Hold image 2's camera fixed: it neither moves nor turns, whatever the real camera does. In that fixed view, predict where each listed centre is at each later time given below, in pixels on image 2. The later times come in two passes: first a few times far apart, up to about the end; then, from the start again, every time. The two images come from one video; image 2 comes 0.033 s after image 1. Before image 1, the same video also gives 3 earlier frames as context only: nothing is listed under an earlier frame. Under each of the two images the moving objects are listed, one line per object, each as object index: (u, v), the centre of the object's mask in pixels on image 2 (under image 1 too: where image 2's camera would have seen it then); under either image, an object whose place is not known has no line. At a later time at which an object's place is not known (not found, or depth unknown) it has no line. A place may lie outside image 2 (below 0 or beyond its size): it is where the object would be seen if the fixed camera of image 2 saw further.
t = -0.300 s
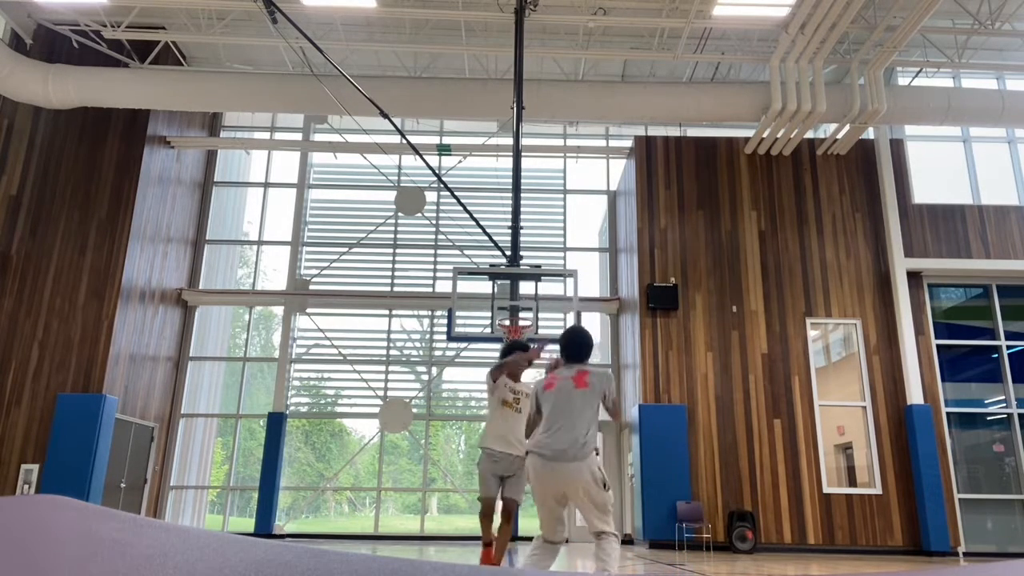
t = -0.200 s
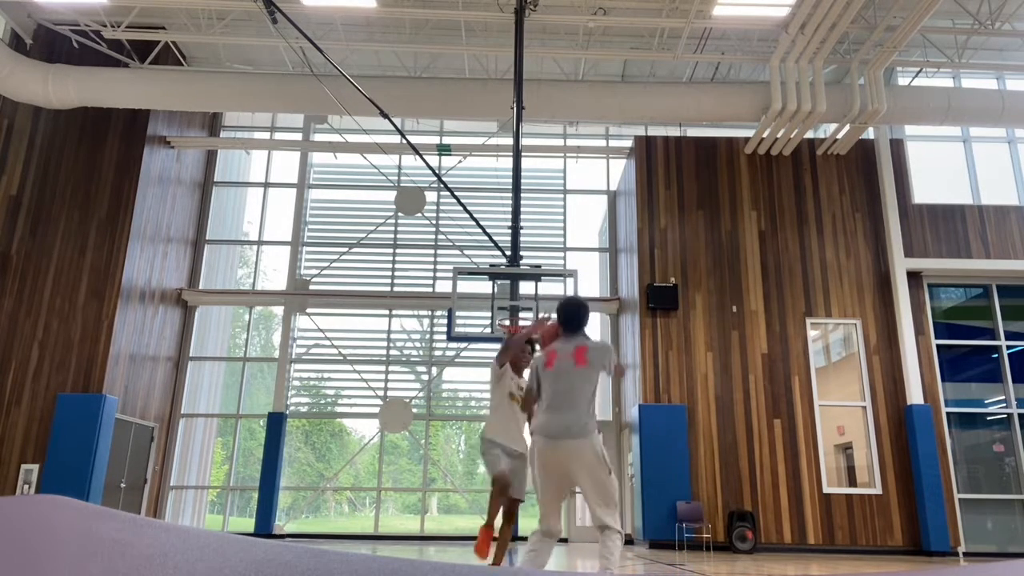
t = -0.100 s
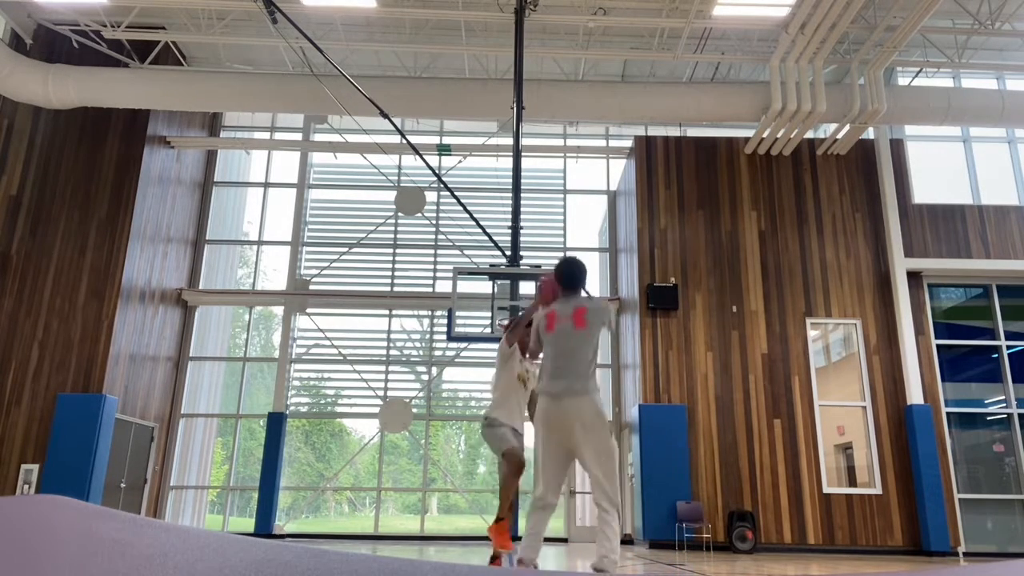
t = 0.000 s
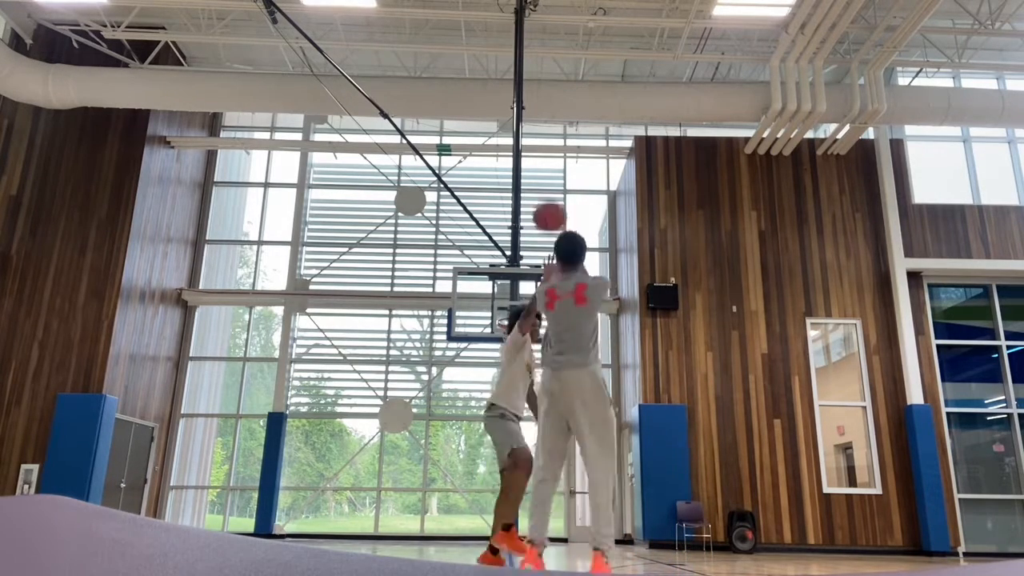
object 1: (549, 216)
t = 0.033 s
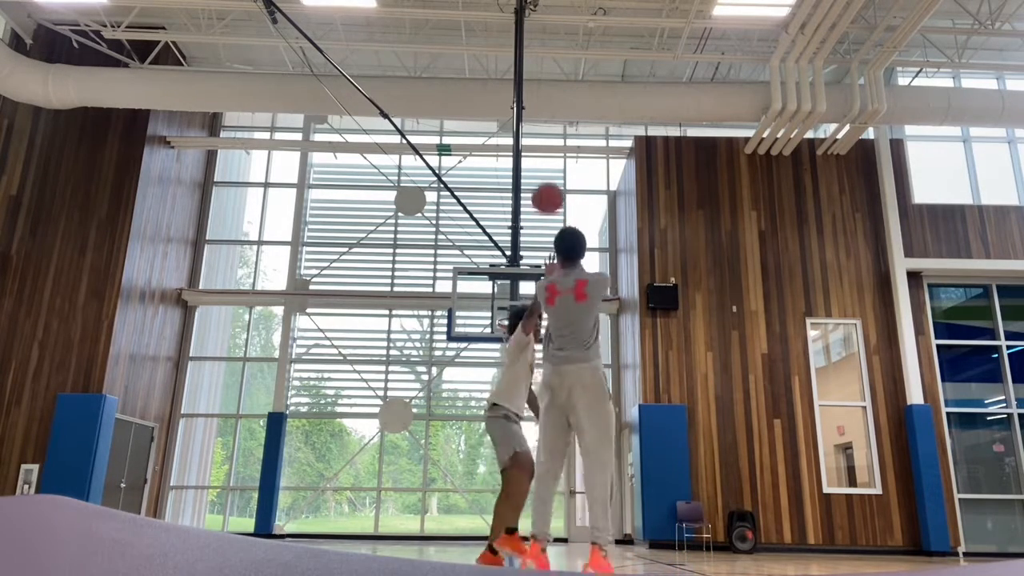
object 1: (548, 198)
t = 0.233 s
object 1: (538, 138)
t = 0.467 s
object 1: (532, 132)
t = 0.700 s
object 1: (524, 170)
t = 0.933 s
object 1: (519, 236)
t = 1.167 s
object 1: (514, 320)
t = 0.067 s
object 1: (546, 183)
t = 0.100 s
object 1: (544, 170)
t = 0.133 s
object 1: (543, 159)
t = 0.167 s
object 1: (541, 150)
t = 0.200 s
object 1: (540, 143)
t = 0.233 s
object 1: (538, 138)
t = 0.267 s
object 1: (537, 133)
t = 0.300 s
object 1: (536, 130)
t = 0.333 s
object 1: (535, 129)
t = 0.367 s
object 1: (534, 128)
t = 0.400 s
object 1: (534, 129)
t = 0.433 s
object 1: (533, 130)
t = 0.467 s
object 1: (532, 132)
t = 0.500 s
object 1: (530, 135)
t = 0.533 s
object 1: (529, 139)
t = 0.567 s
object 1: (528, 144)
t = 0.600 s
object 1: (527, 150)
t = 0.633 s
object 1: (526, 155)
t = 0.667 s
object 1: (525, 162)
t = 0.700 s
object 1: (524, 170)
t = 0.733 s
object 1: (523, 177)
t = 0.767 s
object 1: (523, 186)
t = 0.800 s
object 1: (522, 195)
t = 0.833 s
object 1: (521, 205)
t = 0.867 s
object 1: (521, 214)
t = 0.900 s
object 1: (520, 226)
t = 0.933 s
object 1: (519, 236)
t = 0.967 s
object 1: (519, 248)
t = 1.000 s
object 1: (519, 260)
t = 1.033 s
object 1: (517, 273)
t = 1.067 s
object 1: (517, 285)
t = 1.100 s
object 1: (516, 301)
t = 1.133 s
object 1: (515, 312)
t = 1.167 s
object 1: (514, 320)
